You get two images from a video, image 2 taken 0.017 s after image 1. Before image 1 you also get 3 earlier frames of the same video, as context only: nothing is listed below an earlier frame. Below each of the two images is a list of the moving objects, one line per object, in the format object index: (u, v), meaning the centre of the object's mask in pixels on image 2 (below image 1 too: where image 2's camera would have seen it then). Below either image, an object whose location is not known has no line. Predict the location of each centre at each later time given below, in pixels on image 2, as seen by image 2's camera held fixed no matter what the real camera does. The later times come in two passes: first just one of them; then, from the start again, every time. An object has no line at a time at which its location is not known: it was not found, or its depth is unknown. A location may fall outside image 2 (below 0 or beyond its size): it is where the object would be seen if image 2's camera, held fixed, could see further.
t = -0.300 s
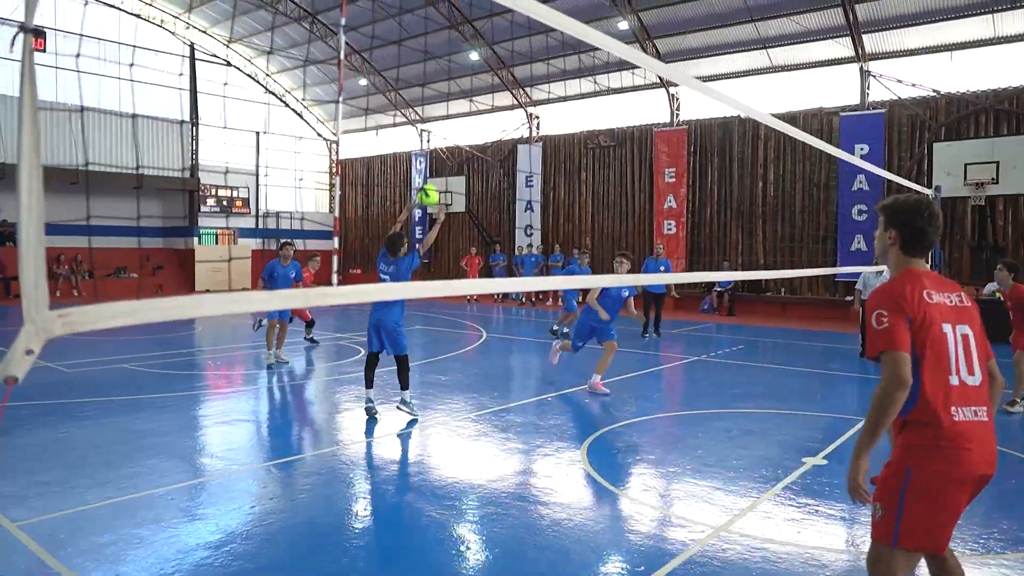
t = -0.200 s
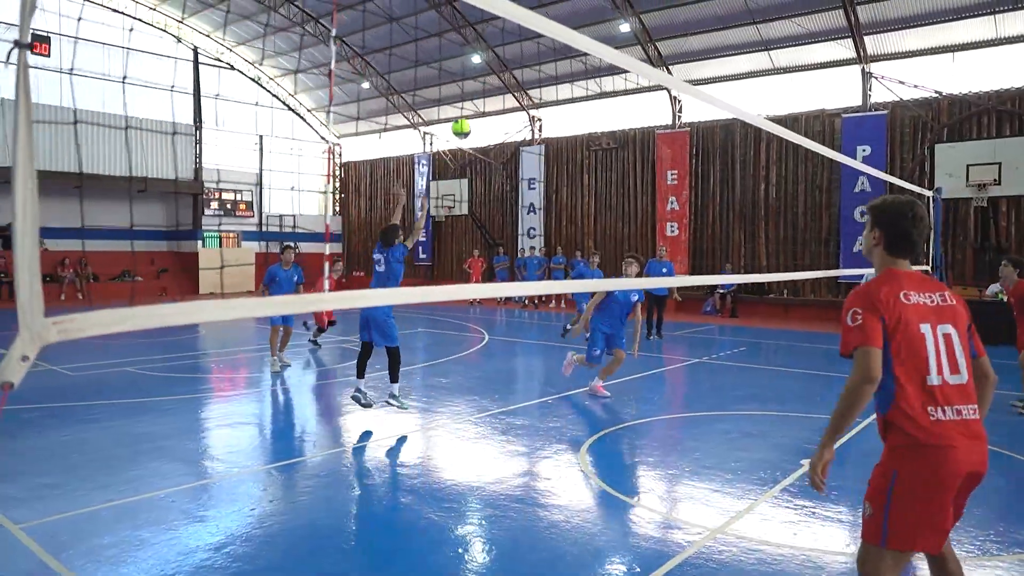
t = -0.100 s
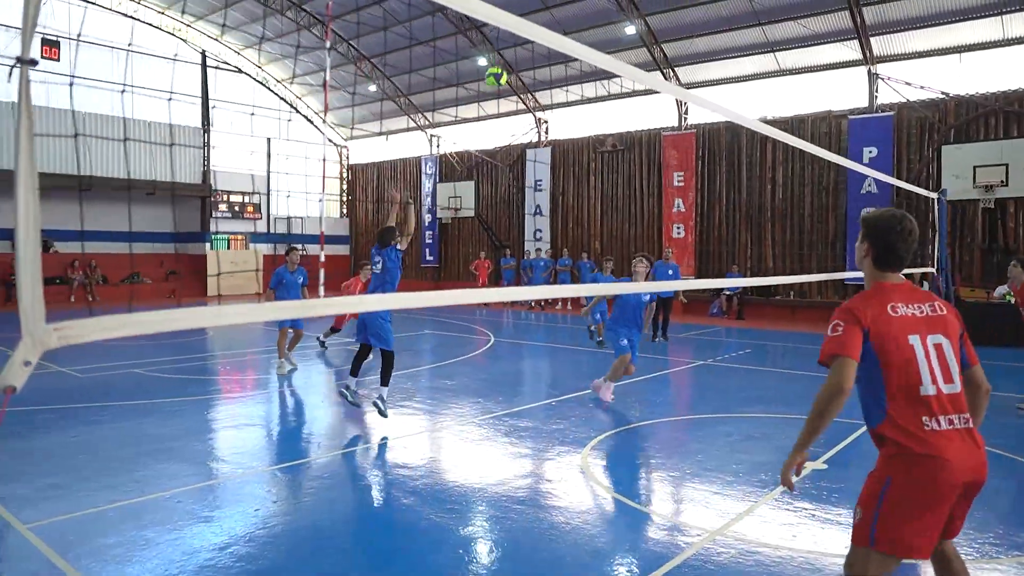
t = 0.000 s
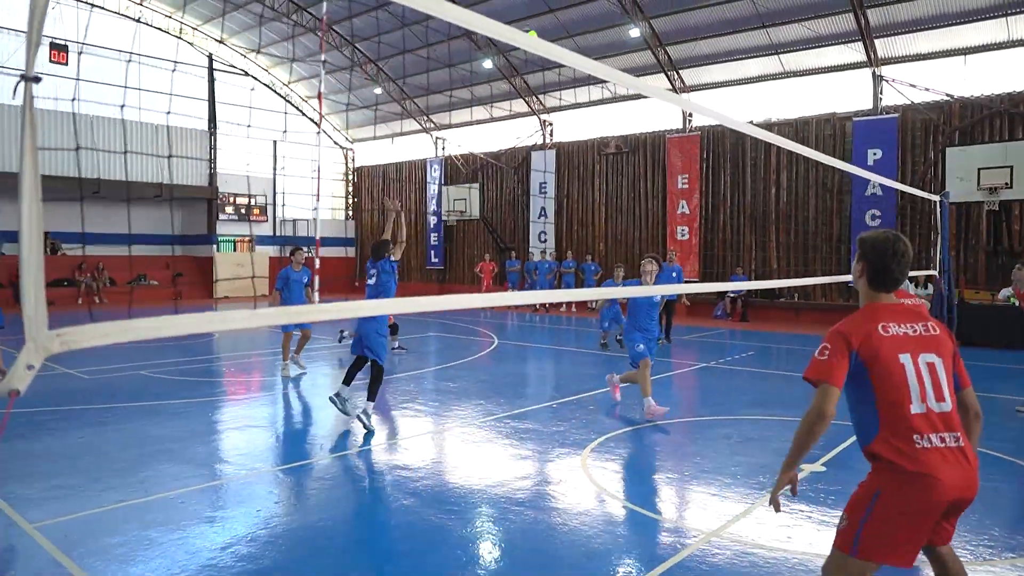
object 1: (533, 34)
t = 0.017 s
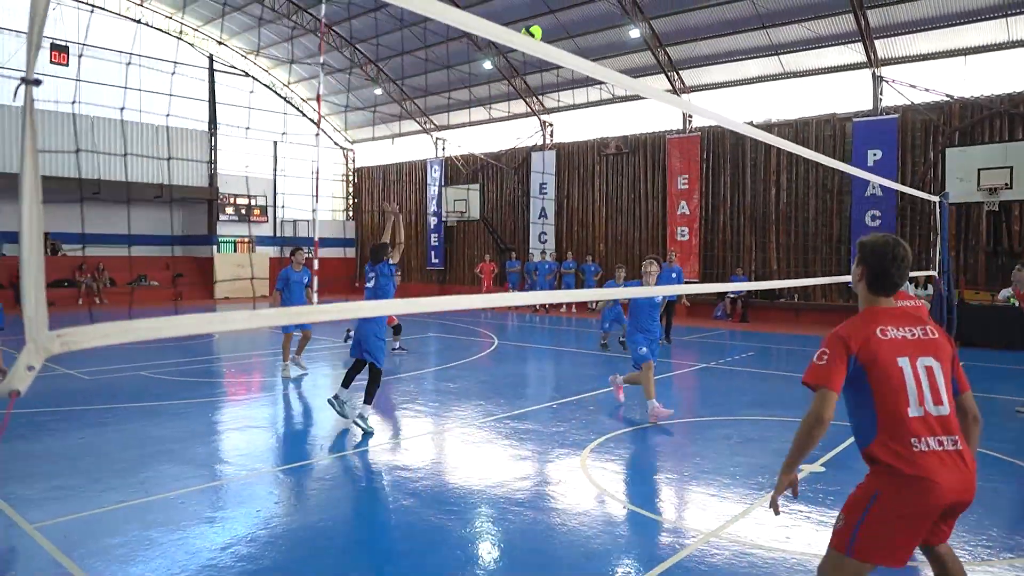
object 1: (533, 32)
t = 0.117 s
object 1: (555, 6)
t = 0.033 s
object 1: (536, 29)
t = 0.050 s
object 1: (540, 24)
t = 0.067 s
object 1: (544, 19)
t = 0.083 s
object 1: (548, 14)
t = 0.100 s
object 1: (551, 10)
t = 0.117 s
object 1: (555, 6)
